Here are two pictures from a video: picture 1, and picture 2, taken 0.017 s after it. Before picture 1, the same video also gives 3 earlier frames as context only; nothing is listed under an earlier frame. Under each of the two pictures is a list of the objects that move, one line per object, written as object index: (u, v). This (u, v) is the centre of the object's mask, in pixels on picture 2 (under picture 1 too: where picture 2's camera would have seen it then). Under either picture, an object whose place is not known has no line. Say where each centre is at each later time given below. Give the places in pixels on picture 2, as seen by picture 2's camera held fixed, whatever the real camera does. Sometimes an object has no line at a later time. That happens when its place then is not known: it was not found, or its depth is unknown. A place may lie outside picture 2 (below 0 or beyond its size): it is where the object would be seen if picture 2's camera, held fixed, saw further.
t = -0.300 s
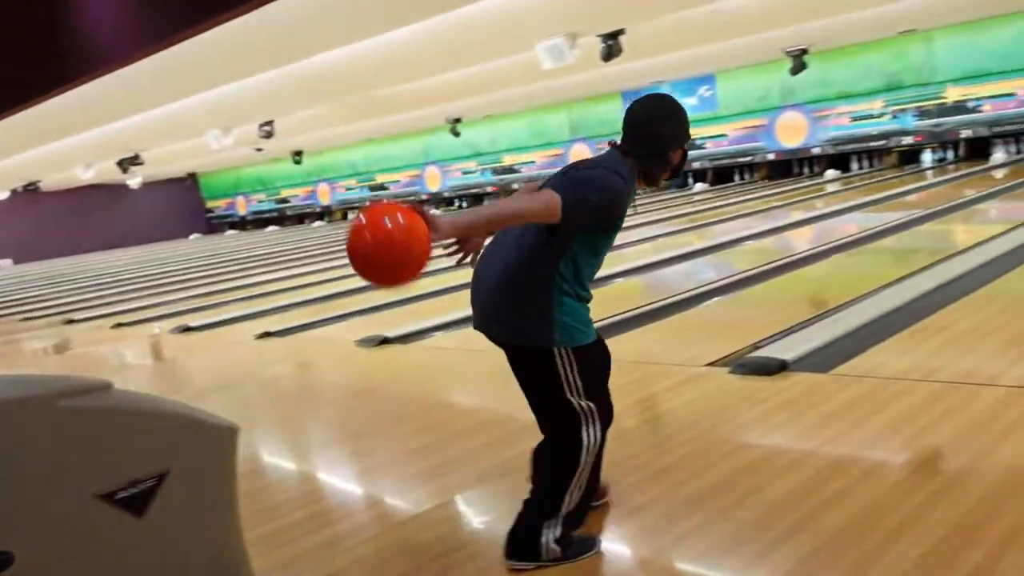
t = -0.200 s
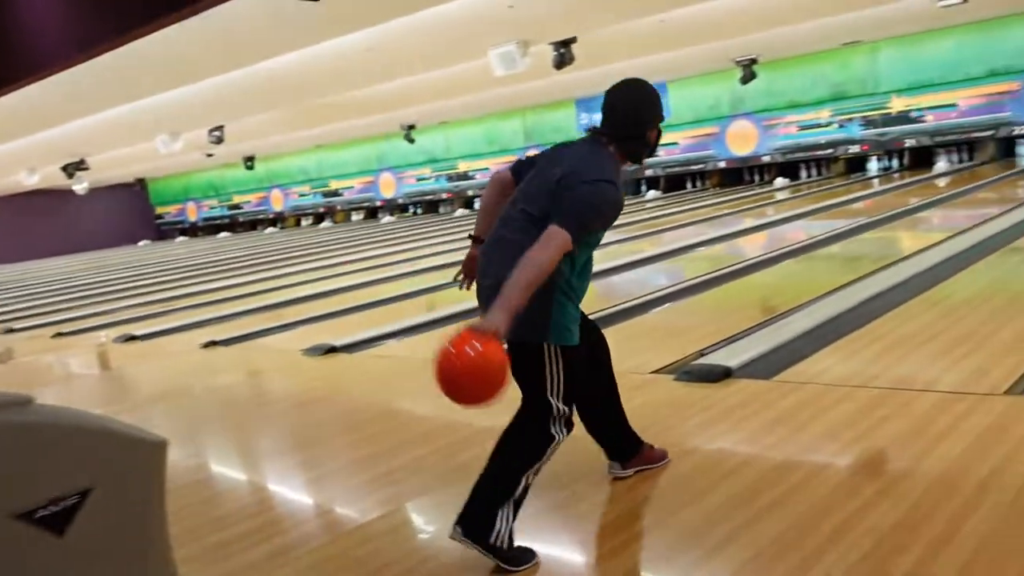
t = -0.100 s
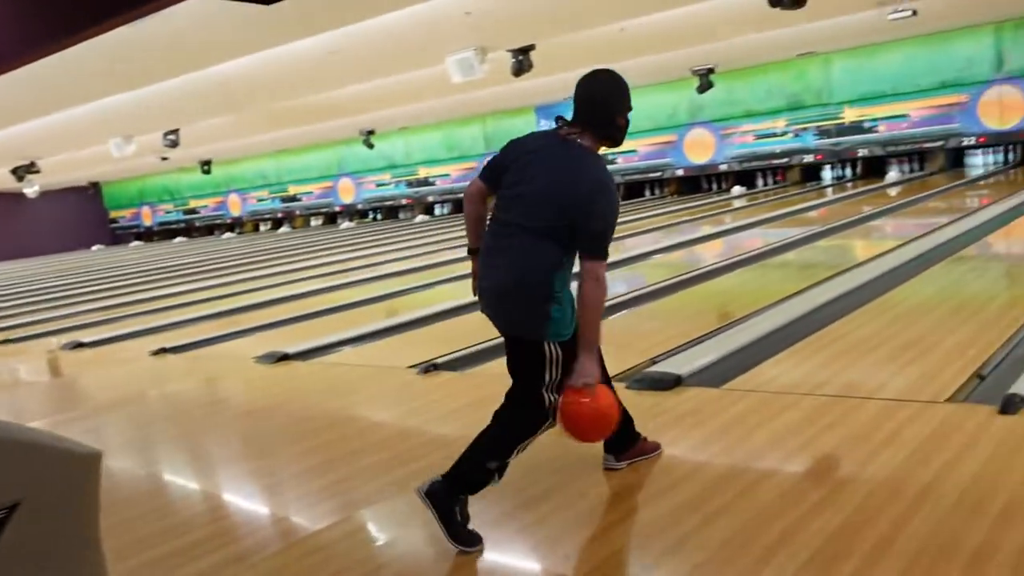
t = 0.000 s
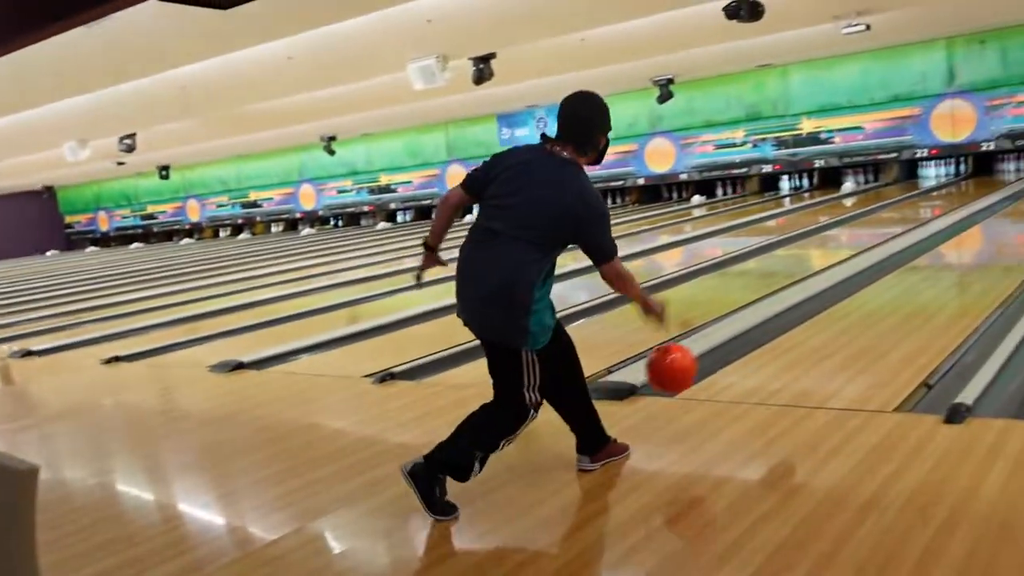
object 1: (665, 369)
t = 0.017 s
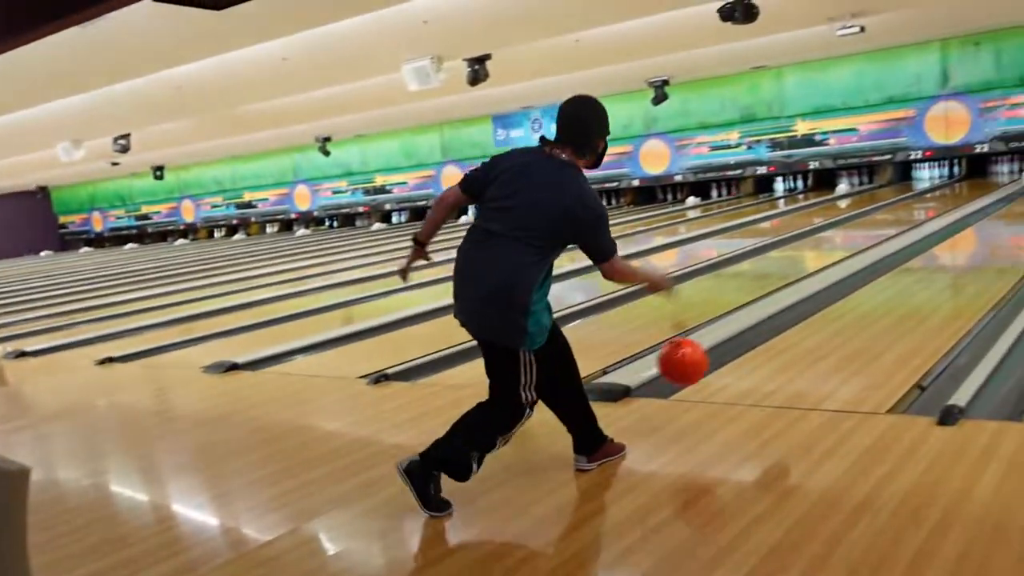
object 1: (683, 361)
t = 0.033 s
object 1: (699, 355)
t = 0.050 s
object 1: (714, 349)
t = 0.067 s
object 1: (728, 344)
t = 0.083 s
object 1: (742, 341)
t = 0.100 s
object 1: (755, 337)
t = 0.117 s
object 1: (767, 335)
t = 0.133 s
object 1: (779, 333)
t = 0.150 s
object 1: (790, 331)
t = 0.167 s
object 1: (801, 330)
